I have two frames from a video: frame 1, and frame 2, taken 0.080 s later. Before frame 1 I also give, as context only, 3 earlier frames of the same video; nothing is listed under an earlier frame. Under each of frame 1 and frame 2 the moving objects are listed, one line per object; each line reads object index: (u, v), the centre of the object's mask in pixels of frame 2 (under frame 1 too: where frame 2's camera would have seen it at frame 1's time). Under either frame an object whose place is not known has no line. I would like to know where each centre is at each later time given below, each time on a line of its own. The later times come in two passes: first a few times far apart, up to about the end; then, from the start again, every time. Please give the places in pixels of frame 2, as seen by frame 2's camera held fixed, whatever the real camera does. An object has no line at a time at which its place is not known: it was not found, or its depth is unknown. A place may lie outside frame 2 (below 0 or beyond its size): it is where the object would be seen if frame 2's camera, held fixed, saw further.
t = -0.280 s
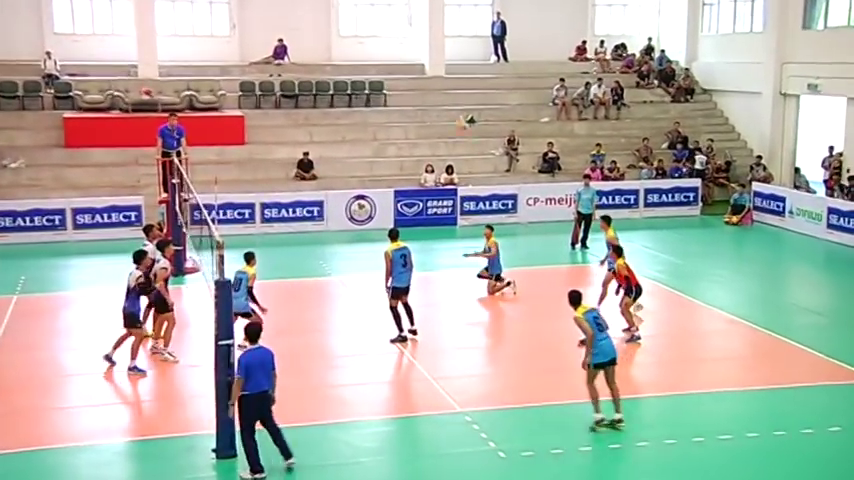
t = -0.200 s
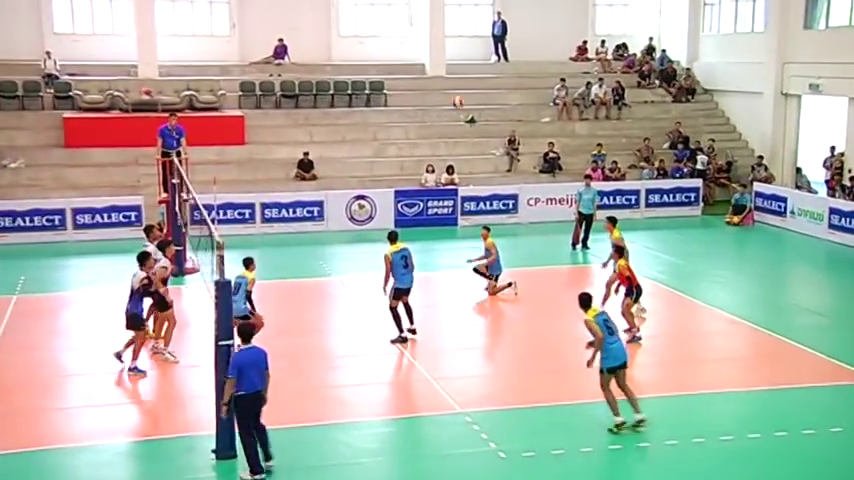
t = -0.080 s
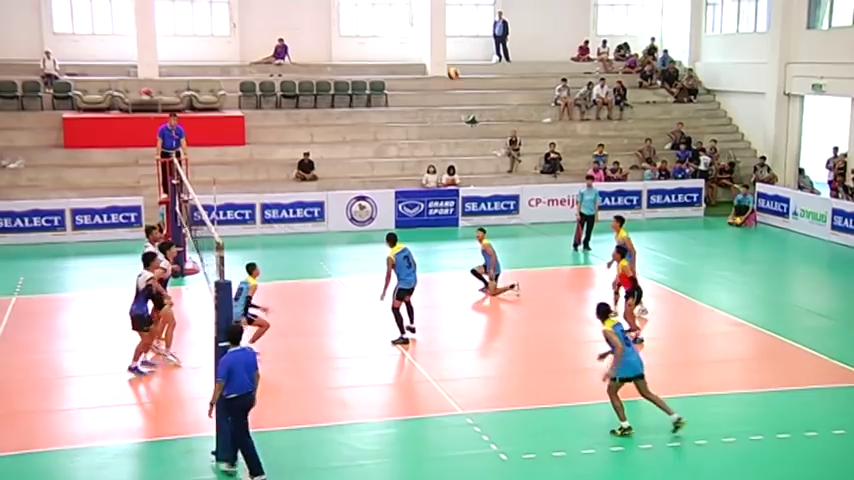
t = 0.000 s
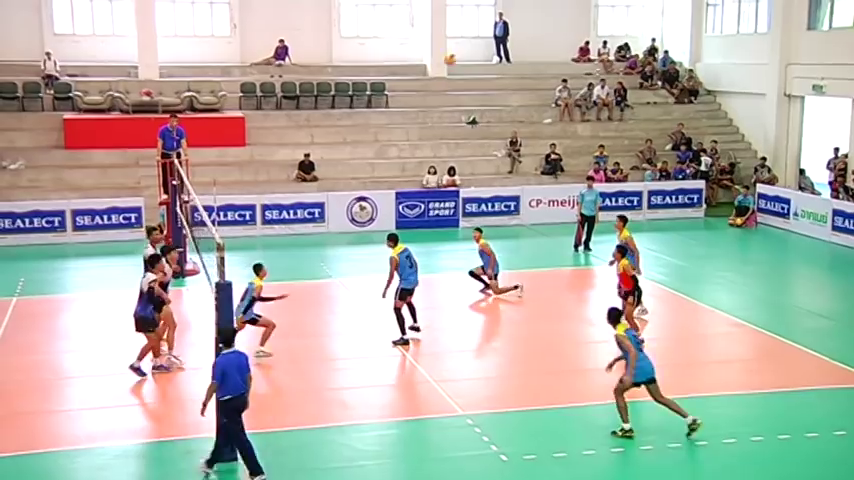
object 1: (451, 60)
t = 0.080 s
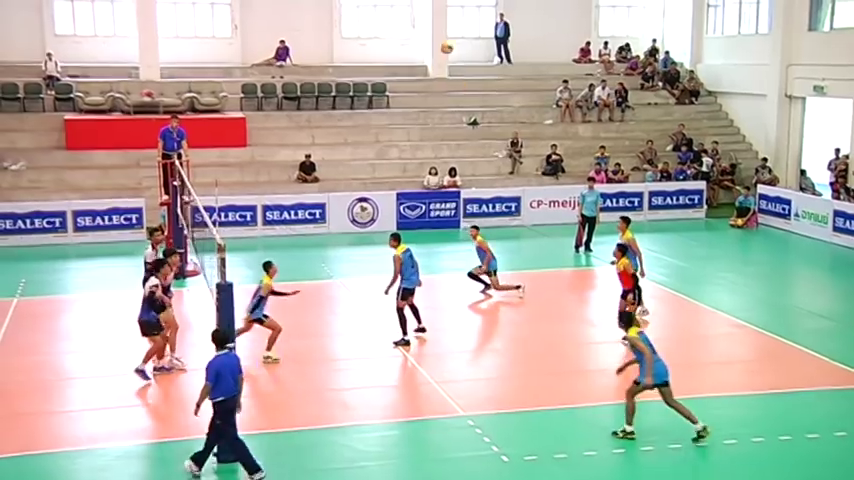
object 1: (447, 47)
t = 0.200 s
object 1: (441, 37)
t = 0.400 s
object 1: (431, 37)
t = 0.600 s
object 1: (420, 62)
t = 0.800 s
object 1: (408, 115)
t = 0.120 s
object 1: (445, 43)
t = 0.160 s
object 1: (443, 40)
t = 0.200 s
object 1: (441, 37)
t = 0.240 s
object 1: (439, 34)
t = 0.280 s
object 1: (437, 34)
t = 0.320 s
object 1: (435, 34)
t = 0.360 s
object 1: (433, 35)
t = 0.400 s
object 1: (431, 37)
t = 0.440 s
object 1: (429, 40)
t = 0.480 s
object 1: (427, 44)
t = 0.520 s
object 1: (425, 50)
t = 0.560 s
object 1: (422, 57)
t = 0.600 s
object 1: (420, 62)
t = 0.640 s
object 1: (418, 71)
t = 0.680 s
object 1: (415, 80)
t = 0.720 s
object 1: (413, 90)
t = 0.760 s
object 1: (411, 102)
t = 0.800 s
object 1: (408, 115)
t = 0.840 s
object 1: (406, 130)
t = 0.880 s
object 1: (403, 144)
